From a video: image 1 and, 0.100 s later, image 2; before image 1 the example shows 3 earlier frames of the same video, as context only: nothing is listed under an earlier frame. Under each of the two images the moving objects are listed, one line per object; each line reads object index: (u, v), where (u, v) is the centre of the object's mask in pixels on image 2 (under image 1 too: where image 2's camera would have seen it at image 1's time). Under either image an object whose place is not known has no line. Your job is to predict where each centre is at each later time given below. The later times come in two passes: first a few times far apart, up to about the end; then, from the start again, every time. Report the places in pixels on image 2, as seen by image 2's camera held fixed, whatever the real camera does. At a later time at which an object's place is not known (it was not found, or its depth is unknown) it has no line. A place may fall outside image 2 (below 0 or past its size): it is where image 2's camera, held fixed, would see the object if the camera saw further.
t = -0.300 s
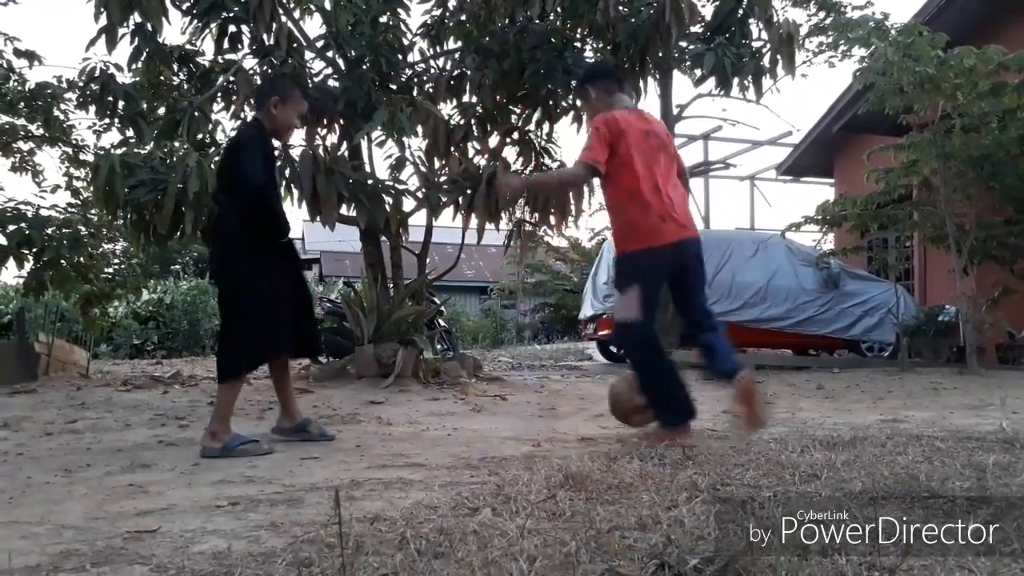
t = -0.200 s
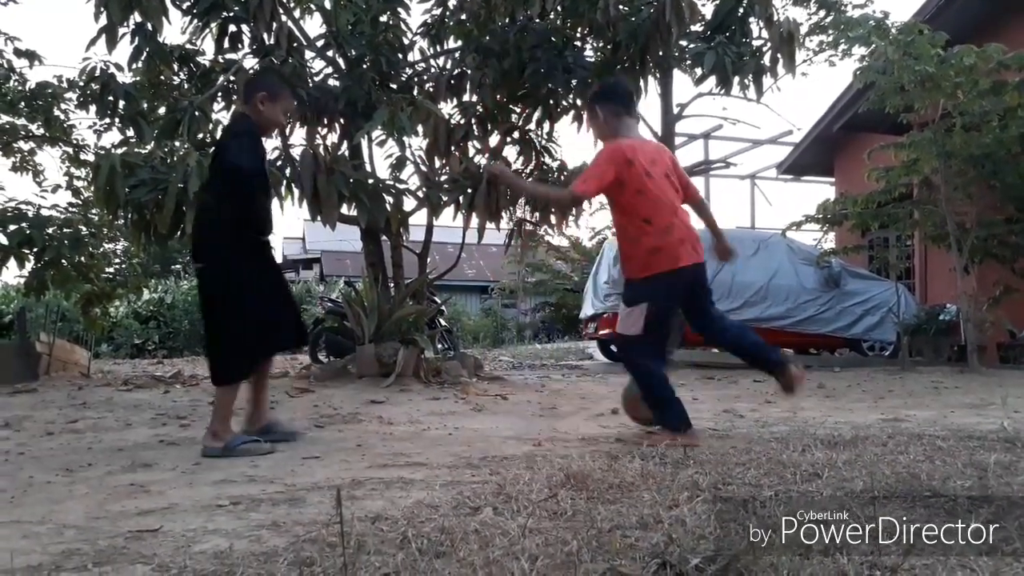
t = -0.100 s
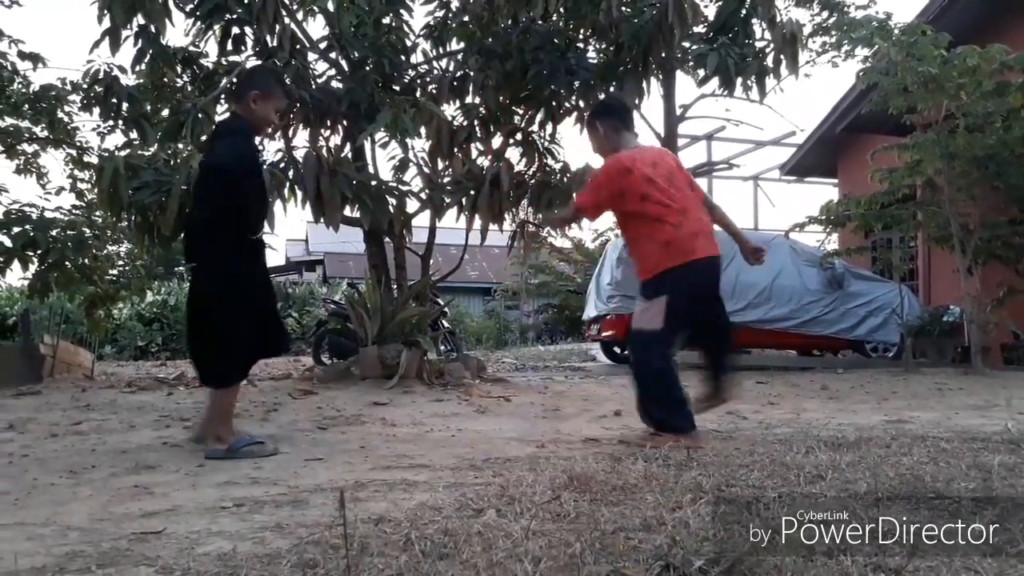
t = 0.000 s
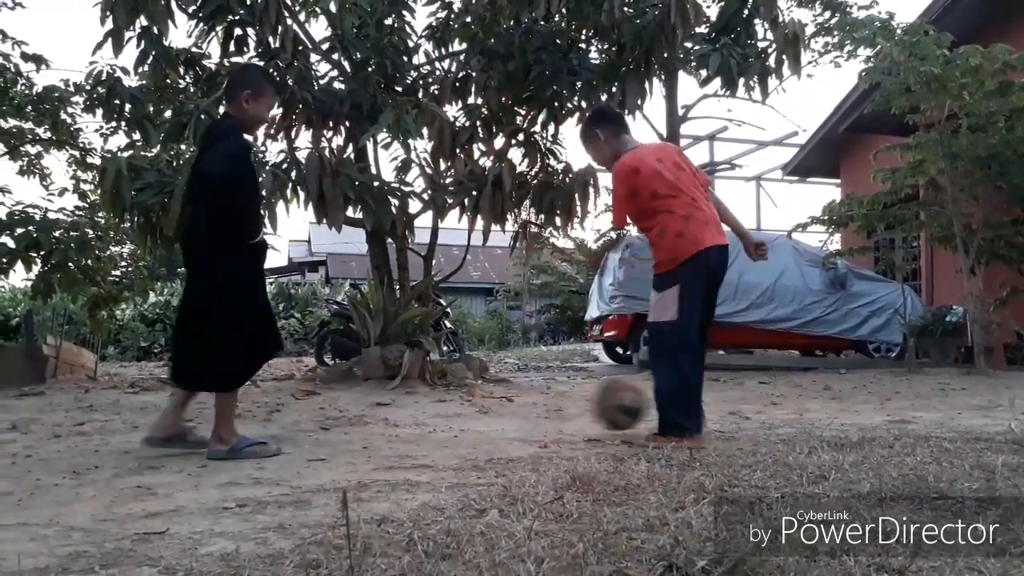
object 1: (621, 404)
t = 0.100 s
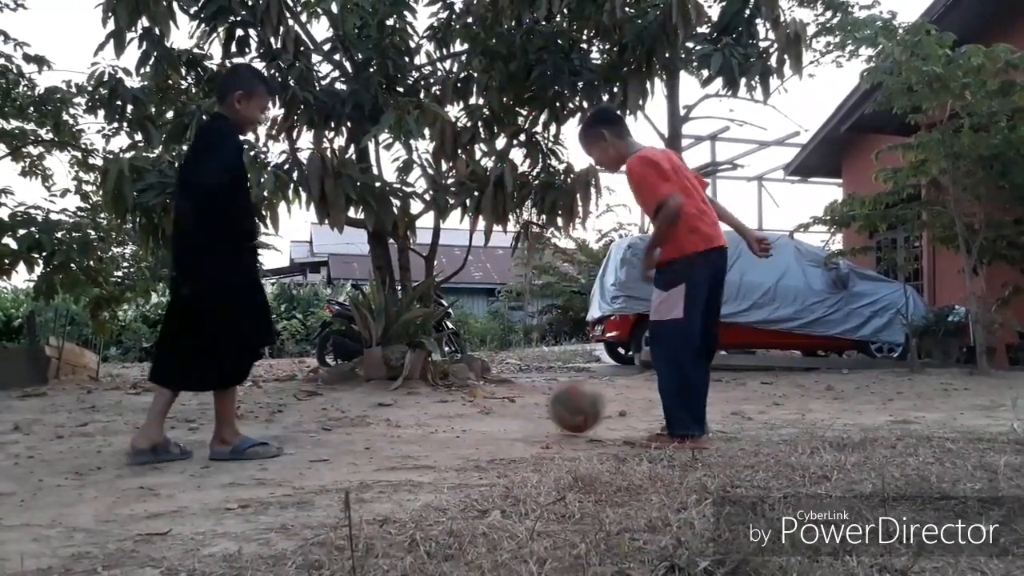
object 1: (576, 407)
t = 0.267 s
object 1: (514, 410)
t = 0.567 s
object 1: (403, 414)
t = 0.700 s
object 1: (354, 410)
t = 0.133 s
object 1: (563, 406)
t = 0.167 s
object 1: (552, 409)
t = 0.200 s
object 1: (540, 409)
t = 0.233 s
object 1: (526, 409)
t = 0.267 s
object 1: (514, 410)
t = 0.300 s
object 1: (502, 409)
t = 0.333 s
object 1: (490, 409)
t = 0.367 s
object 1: (478, 411)
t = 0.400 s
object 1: (466, 408)
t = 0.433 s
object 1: (455, 409)
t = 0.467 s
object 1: (442, 410)
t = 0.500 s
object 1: (430, 410)
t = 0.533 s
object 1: (417, 411)
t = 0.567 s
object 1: (403, 414)
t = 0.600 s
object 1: (392, 411)
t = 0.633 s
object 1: (378, 411)
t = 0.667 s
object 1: (367, 410)
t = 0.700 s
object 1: (354, 410)
